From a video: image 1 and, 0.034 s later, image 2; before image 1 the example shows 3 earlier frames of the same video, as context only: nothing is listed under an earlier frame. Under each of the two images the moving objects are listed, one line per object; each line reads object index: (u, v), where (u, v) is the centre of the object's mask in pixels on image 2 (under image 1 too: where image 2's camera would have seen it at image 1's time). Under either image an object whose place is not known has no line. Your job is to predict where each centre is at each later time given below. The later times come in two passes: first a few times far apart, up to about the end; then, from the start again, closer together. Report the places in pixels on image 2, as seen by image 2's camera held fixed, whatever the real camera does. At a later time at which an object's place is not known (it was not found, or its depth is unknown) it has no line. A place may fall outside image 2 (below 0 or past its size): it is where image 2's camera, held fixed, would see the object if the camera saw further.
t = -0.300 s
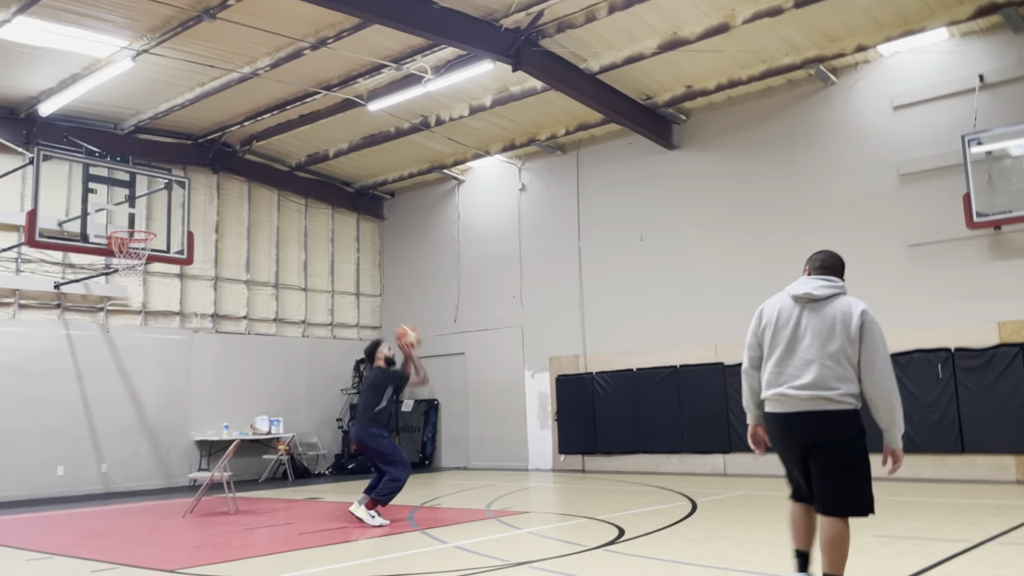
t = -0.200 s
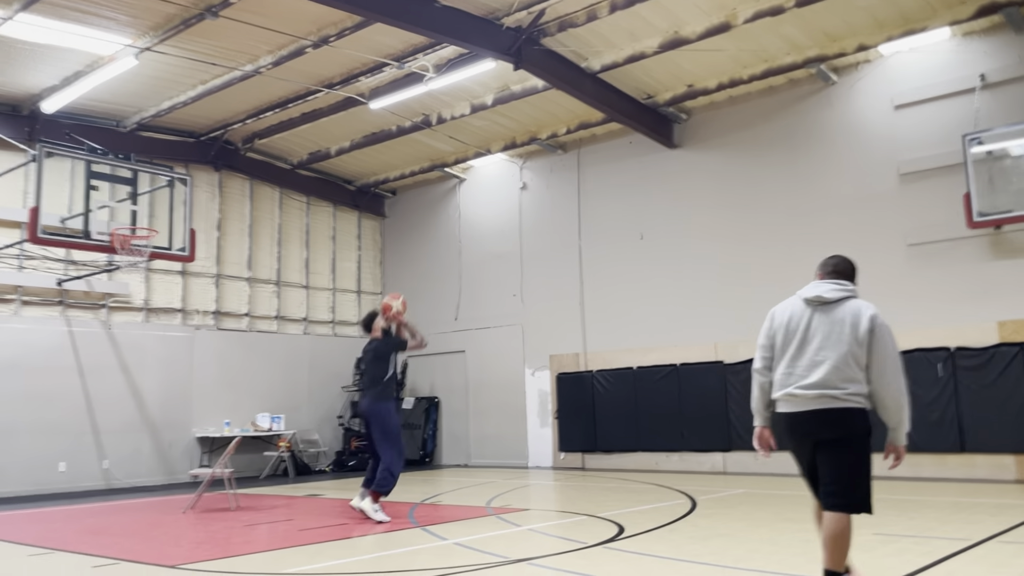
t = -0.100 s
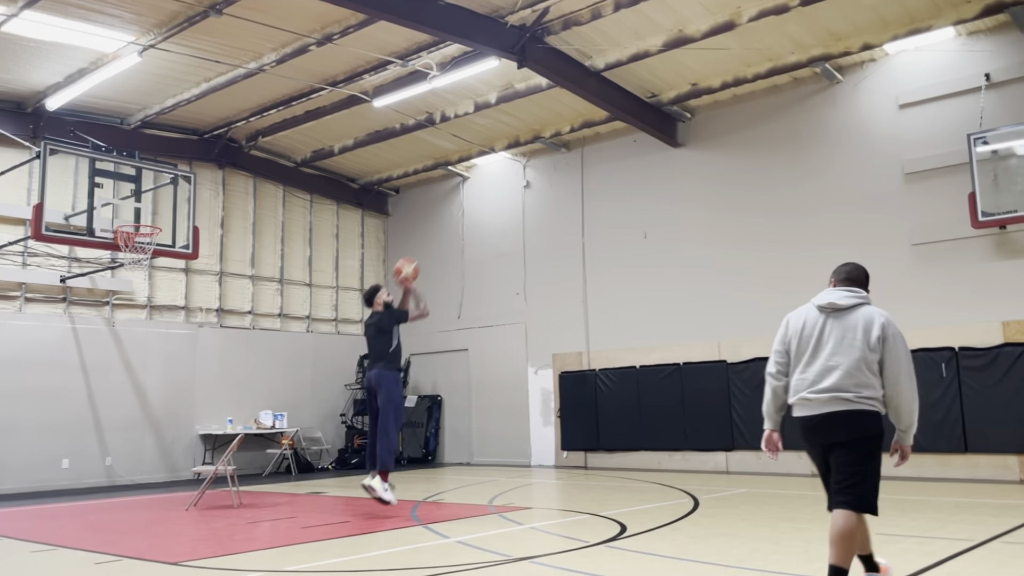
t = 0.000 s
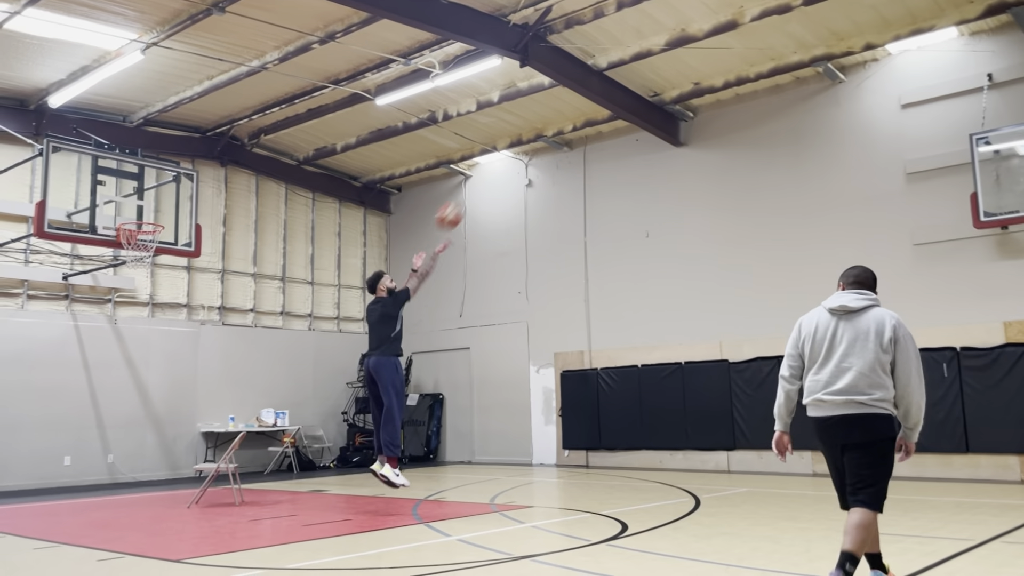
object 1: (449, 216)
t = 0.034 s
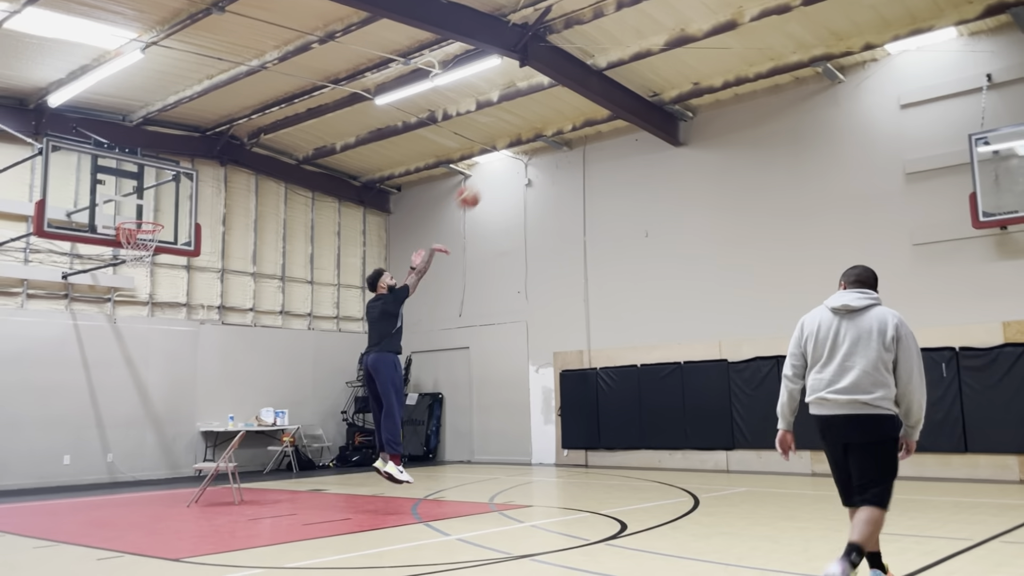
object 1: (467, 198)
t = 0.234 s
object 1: (582, 109)
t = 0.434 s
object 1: (688, 63)
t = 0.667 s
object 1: (806, 55)
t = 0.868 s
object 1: (904, 86)
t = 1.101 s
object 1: (1017, 164)
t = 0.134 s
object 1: (526, 147)
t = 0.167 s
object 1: (545, 133)
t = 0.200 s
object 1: (564, 121)
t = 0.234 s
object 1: (582, 109)
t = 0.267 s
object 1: (601, 97)
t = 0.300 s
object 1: (617, 89)
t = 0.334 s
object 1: (635, 81)
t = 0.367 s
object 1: (653, 74)
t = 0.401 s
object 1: (671, 68)
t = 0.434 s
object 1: (688, 63)
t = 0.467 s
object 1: (706, 58)
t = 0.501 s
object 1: (722, 55)
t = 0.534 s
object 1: (739, 53)
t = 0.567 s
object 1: (756, 52)
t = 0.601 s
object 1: (772, 52)
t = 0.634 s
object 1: (789, 53)
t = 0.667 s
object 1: (806, 55)
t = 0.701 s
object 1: (822, 58)
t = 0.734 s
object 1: (837, 62)
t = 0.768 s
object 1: (854, 67)
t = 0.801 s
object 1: (870, 72)
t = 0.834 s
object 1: (887, 79)
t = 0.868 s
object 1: (904, 86)
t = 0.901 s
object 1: (920, 95)
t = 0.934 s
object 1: (936, 104)
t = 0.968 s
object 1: (952, 114)
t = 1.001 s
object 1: (968, 124)
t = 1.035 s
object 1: (985, 136)
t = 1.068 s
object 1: (1003, 150)
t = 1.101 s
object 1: (1017, 164)
